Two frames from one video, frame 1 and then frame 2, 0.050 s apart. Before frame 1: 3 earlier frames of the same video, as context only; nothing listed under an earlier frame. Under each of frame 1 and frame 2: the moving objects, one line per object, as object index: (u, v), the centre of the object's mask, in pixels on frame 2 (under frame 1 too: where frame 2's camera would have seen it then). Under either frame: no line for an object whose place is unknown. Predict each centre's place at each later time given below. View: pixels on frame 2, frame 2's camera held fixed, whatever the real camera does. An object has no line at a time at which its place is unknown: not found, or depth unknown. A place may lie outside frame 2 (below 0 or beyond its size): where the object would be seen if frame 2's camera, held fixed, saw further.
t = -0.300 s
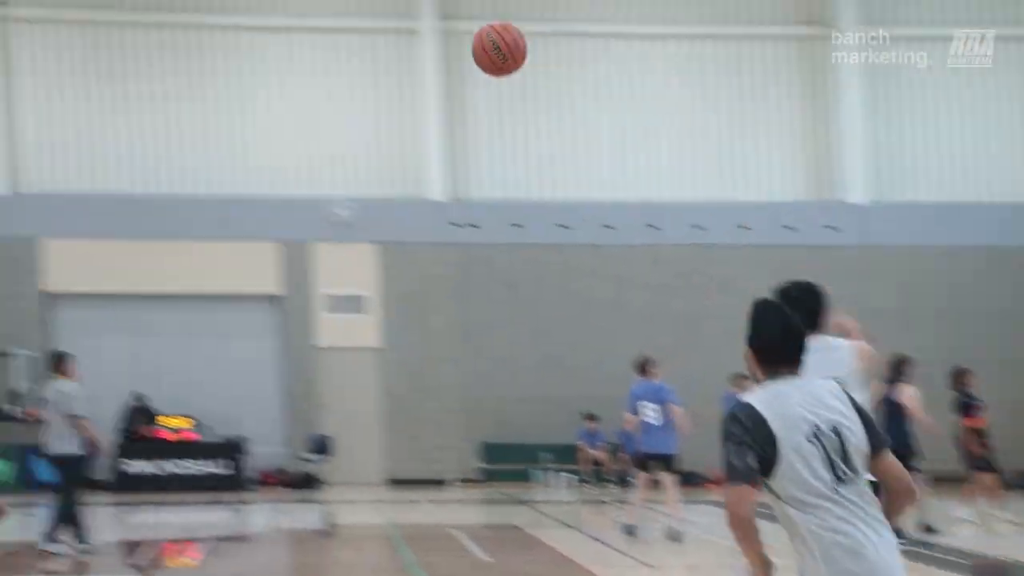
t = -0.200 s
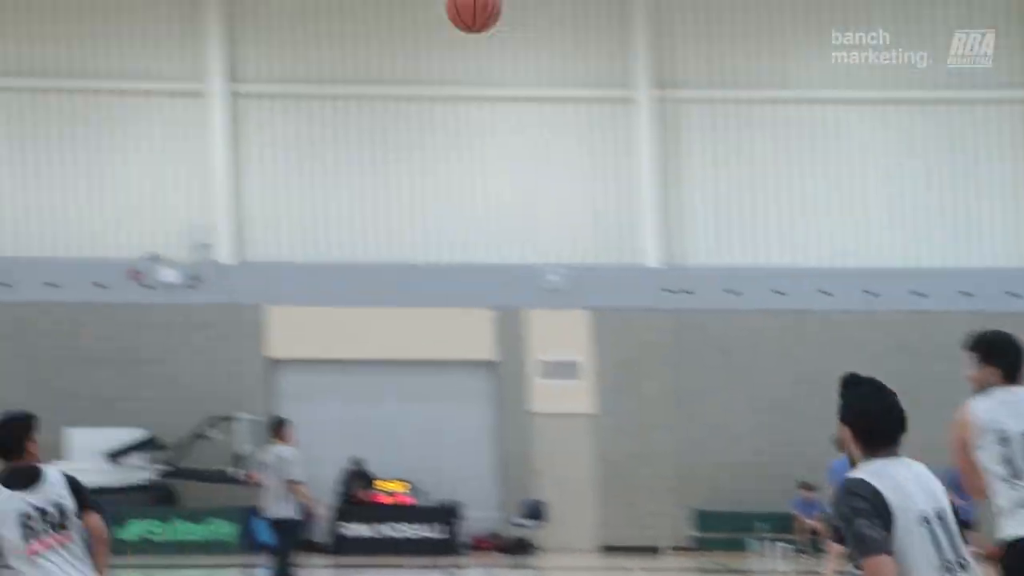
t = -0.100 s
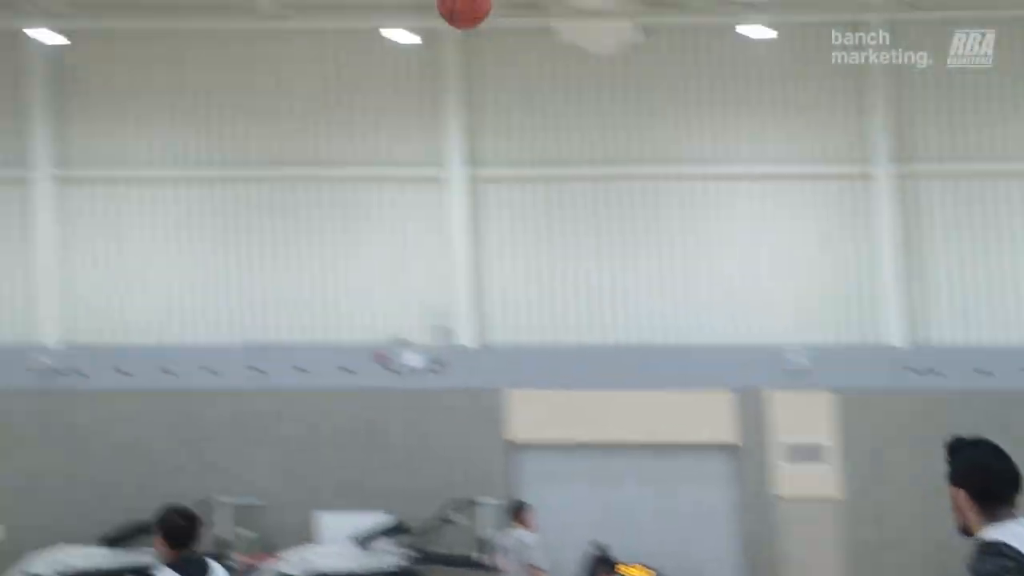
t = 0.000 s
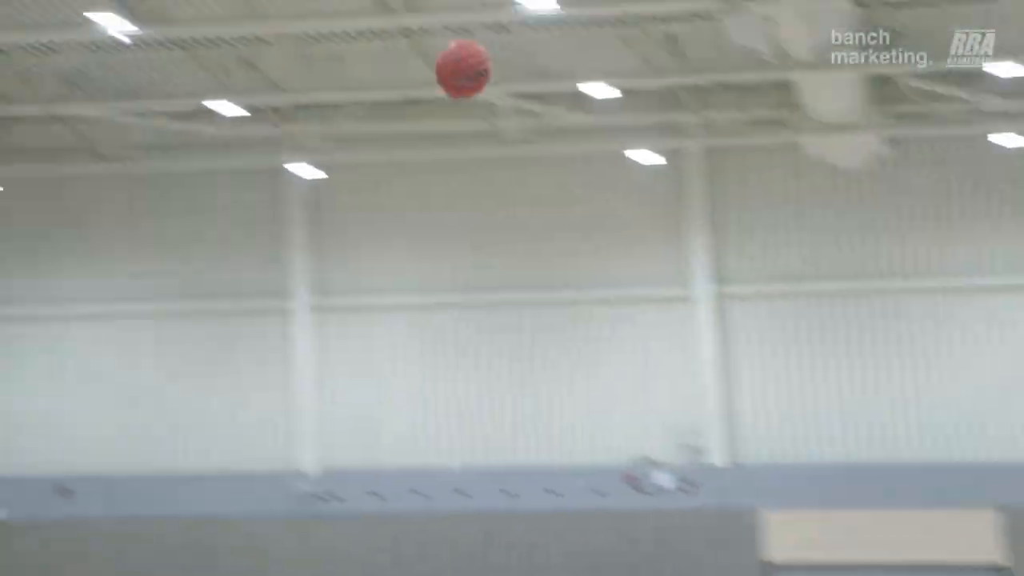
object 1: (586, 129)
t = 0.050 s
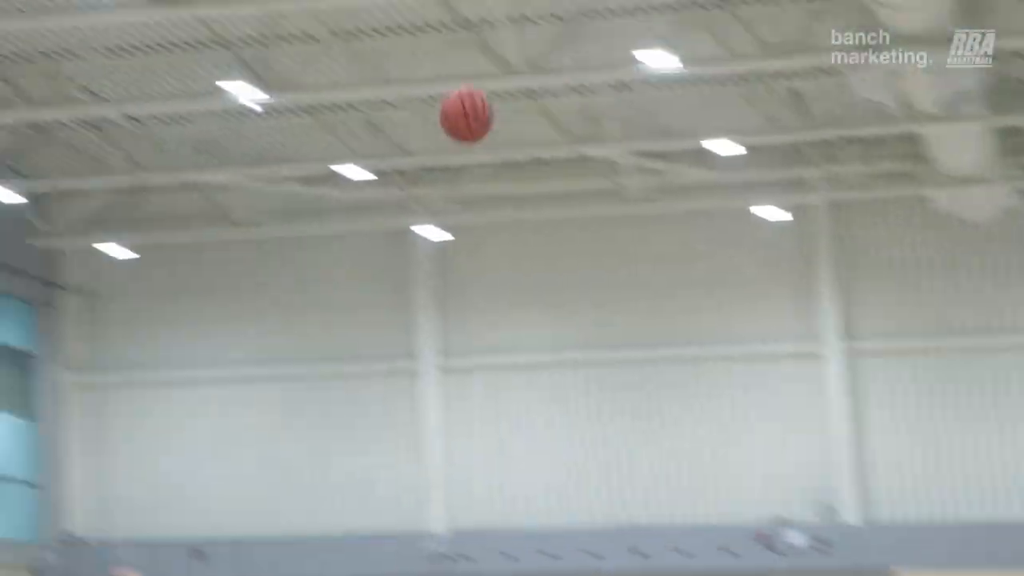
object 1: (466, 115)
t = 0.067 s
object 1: (427, 112)
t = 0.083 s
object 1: (388, 109)
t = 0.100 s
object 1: (349, 108)
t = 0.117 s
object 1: (311, 106)
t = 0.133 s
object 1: (273, 105)
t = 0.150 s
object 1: (234, 105)
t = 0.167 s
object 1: (197, 106)
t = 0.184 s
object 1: (156, 106)
